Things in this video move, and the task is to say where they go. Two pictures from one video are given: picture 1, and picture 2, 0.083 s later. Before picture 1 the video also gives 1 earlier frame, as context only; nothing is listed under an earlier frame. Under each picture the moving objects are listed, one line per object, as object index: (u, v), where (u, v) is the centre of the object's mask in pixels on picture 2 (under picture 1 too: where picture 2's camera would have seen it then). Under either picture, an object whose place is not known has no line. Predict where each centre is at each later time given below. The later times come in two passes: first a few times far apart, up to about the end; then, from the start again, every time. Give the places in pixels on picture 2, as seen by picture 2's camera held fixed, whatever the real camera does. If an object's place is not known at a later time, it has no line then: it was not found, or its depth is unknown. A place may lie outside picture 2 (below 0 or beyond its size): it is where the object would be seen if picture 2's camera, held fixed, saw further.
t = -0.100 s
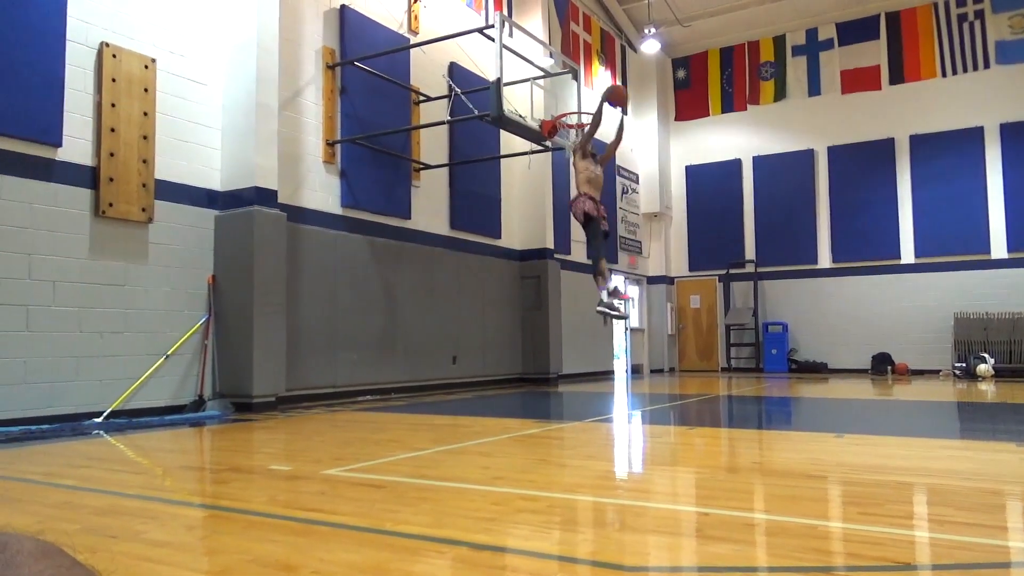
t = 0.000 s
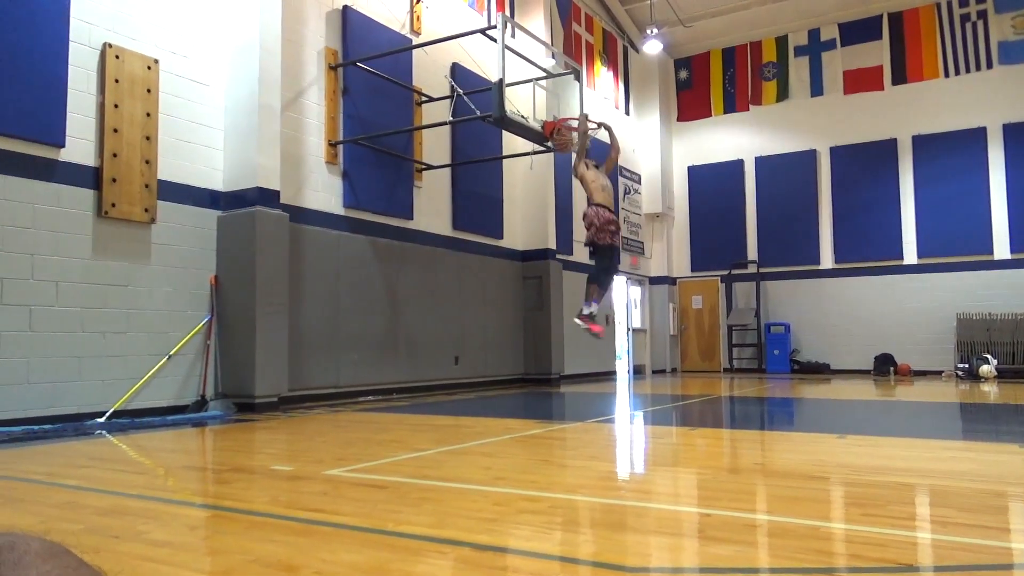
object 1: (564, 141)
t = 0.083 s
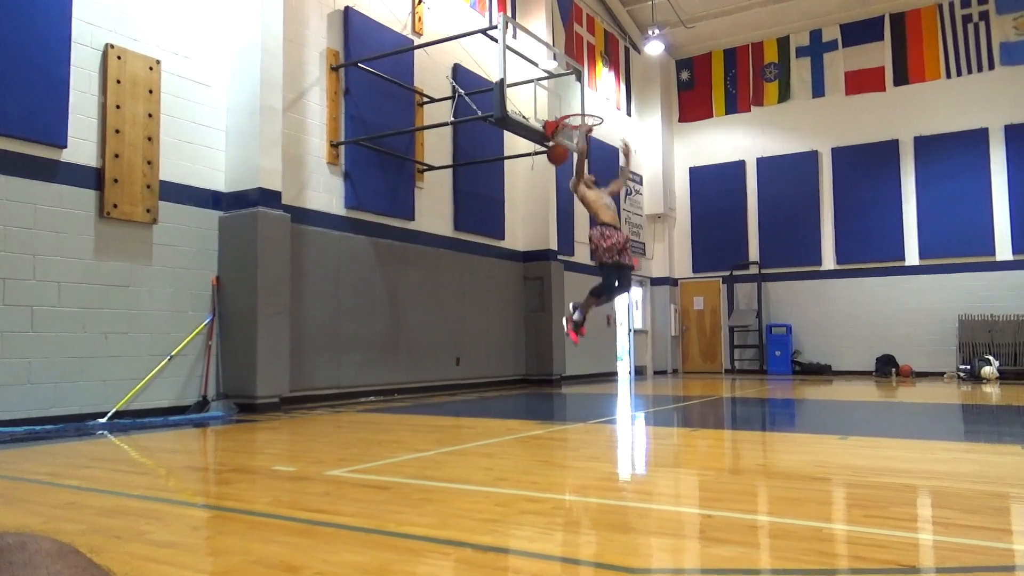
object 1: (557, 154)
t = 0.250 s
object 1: (550, 198)
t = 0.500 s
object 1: (539, 307)
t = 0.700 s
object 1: (535, 365)
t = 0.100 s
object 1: (557, 158)
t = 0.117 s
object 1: (556, 161)
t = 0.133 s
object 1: (555, 165)
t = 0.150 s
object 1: (555, 169)
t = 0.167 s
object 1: (553, 173)
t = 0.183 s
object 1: (553, 178)
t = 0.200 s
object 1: (552, 182)
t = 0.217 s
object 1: (552, 187)
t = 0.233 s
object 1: (551, 192)
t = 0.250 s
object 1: (550, 198)
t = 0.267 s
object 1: (549, 203)
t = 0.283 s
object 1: (549, 209)
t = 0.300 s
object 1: (548, 215)
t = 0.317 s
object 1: (547, 222)
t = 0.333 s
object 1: (547, 229)
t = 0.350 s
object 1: (546, 236)
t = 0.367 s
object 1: (545, 242)
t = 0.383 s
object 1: (544, 250)
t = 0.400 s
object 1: (543, 257)
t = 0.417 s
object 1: (543, 265)
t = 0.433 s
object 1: (542, 273)
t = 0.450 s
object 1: (542, 281)
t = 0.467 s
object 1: (541, 291)
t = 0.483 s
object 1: (540, 299)
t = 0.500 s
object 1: (539, 307)
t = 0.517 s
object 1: (539, 316)
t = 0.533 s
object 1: (538, 324)
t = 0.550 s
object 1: (537, 334)
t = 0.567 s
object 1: (536, 344)
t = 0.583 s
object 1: (536, 354)
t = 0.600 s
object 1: (535, 364)
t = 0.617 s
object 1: (534, 374)
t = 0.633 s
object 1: (533, 385)
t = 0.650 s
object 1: (533, 390)
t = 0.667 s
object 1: (534, 382)
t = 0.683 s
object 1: (535, 374)
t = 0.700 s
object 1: (535, 365)
